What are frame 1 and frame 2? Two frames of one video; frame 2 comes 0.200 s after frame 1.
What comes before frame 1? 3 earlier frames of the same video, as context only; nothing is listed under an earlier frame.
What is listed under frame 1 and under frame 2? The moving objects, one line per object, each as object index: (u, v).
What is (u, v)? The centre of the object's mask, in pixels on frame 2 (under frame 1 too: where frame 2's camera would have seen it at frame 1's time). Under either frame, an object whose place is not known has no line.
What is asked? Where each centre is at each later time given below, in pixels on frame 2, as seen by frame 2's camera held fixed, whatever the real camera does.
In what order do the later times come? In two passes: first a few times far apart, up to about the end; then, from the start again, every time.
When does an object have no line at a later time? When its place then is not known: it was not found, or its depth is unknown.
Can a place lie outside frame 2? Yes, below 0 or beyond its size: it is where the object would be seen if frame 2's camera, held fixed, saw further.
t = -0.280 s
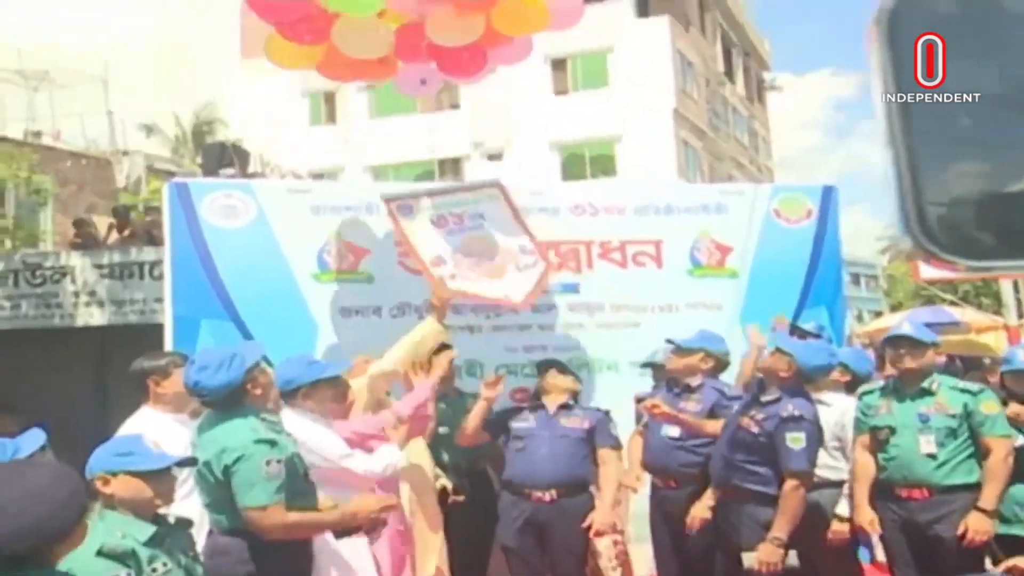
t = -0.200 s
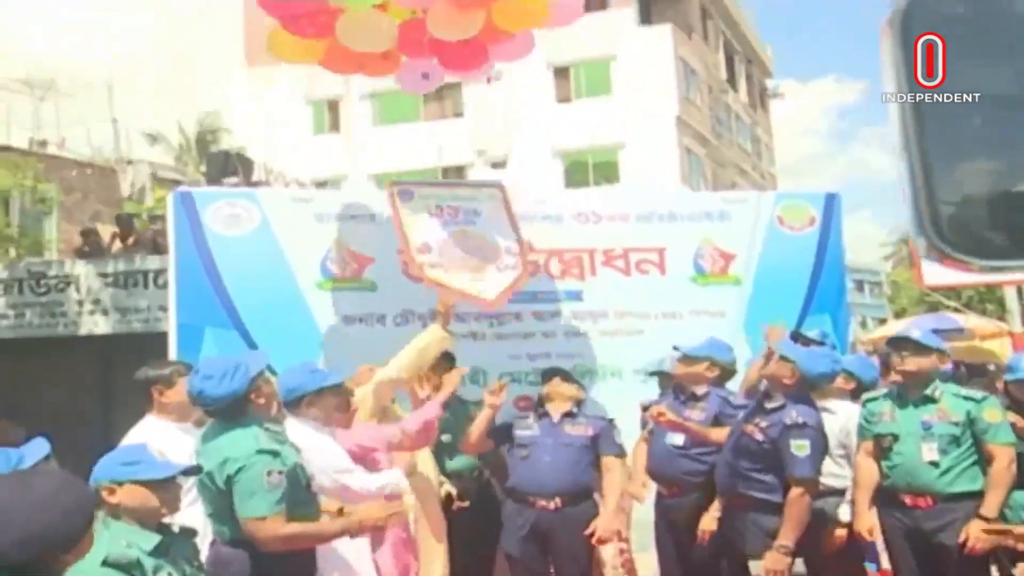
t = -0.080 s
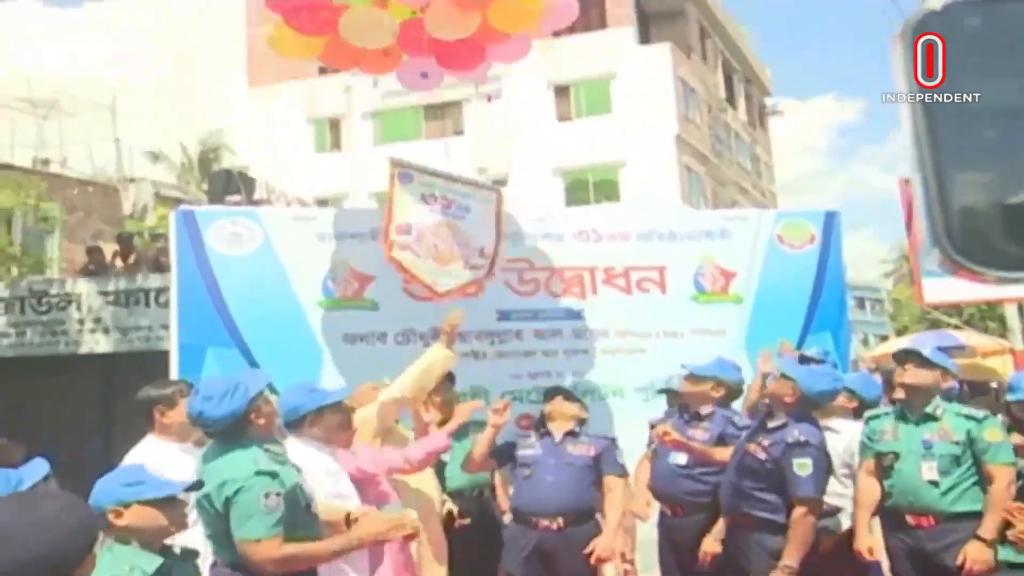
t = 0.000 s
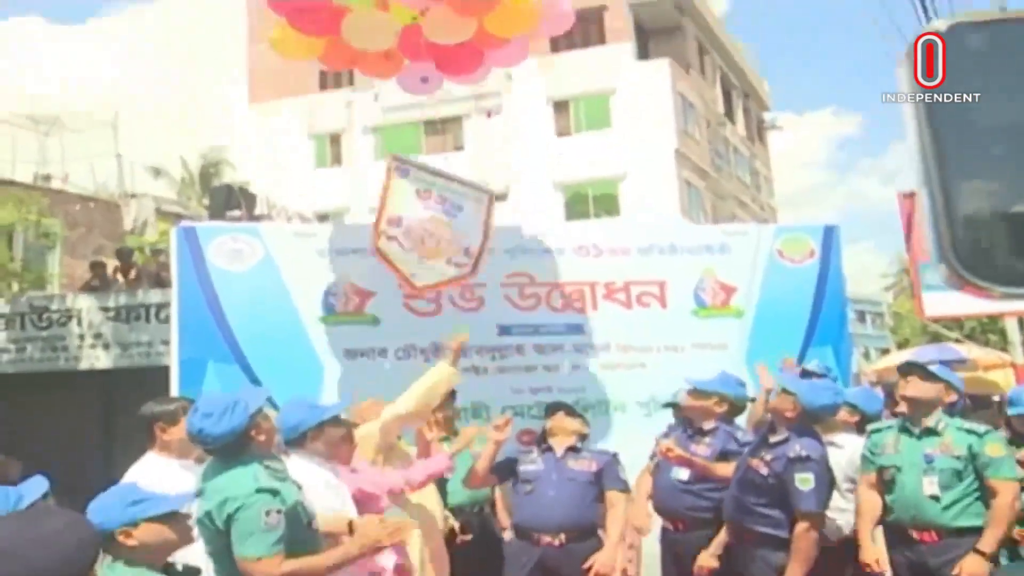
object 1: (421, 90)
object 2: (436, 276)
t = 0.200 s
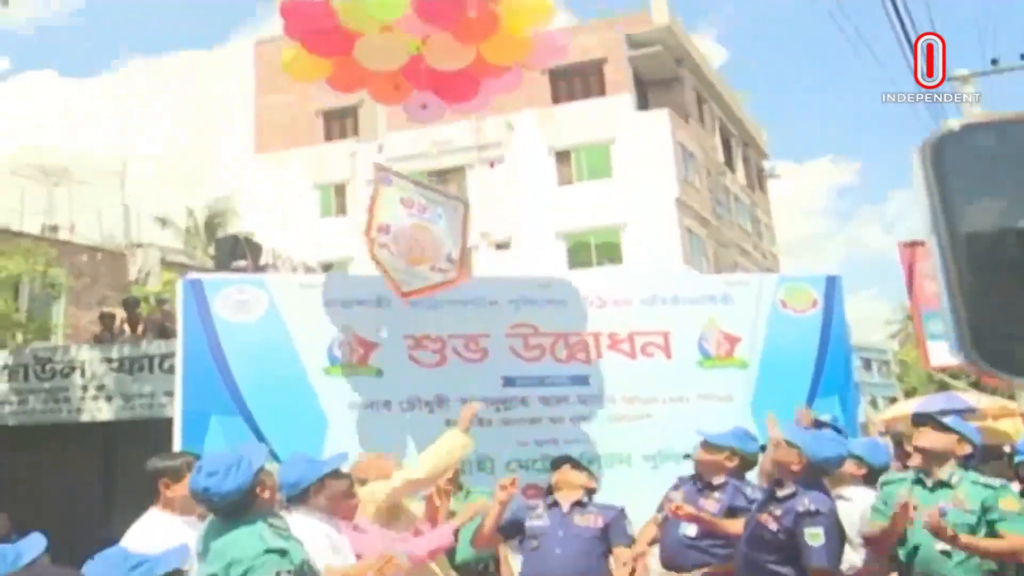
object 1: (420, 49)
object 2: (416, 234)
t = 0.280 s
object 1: (421, 31)
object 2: (410, 216)
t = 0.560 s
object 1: (418, 1)
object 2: (407, 169)
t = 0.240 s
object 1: (422, 40)
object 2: (413, 224)
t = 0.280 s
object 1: (421, 31)
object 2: (410, 216)
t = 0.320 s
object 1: (419, 23)
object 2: (408, 208)
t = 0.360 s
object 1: (419, 14)
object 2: (407, 200)
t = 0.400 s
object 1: (420, 11)
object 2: (406, 193)
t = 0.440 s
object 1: (420, 8)
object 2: (406, 187)
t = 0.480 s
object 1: (421, 5)
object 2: (406, 182)
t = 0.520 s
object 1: (420, 3)
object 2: (407, 175)
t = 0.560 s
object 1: (418, 1)
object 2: (407, 169)
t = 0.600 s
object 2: (410, 165)
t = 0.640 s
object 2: (411, 160)
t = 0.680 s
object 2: (413, 154)
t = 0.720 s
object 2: (416, 149)
